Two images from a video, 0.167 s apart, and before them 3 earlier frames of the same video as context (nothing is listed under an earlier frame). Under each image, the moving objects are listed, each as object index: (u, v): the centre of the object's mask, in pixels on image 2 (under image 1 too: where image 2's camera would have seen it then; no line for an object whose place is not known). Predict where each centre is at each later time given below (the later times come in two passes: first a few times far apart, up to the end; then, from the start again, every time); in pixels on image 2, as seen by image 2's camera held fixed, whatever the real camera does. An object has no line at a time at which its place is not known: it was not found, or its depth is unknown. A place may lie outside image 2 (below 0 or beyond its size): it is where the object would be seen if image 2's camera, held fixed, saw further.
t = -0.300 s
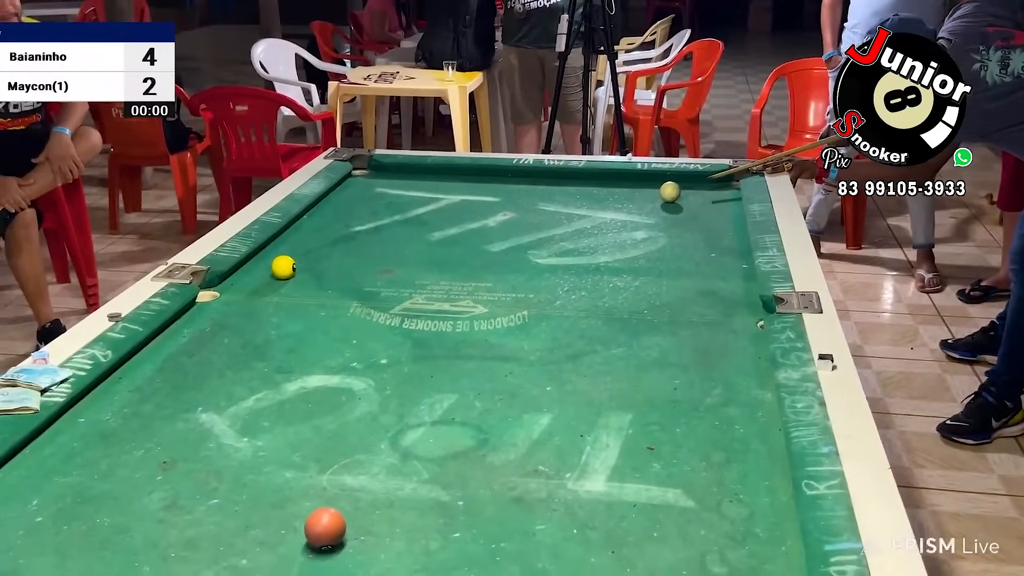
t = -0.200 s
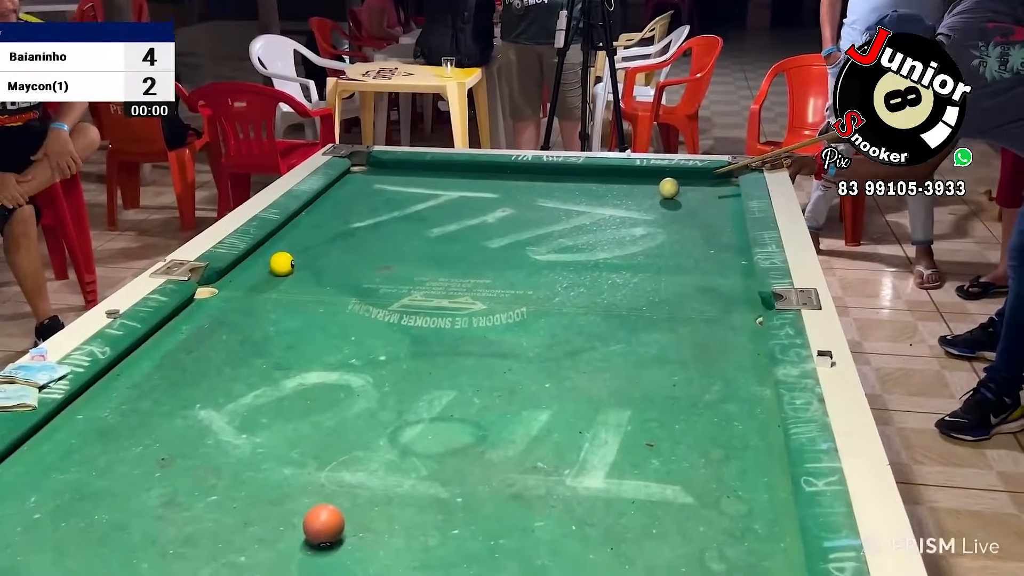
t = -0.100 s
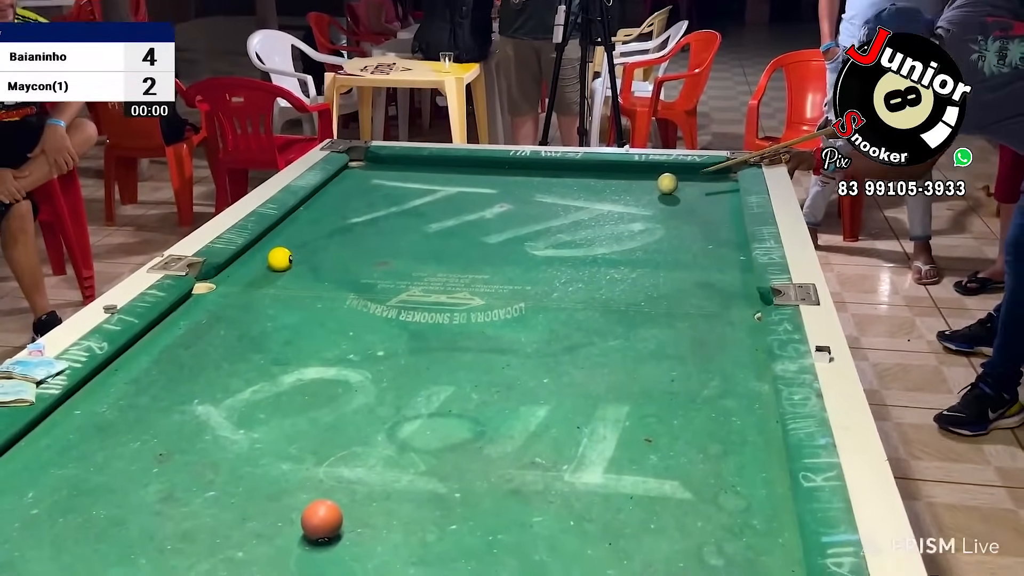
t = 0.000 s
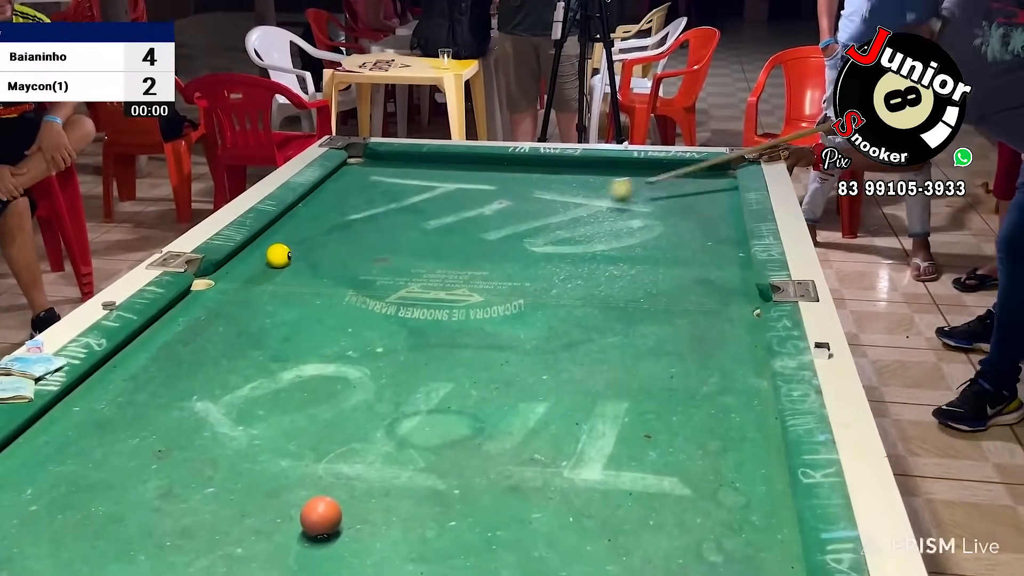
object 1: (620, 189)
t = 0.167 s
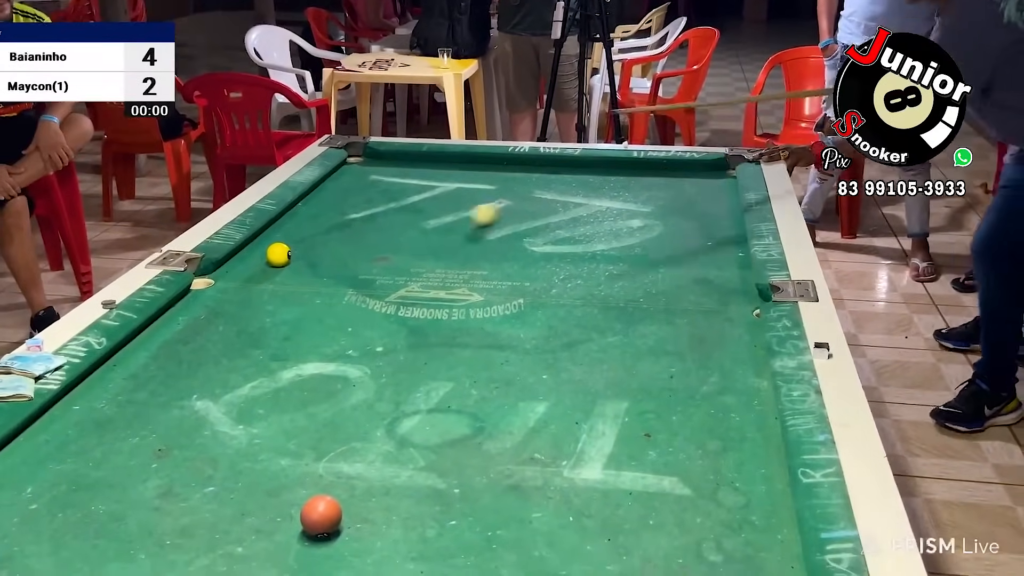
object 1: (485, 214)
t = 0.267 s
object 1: (403, 230)
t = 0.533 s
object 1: (248, 256)
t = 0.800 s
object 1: (273, 271)
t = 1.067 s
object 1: (315, 286)
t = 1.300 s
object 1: (351, 299)
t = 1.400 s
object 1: (366, 304)
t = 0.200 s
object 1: (458, 220)
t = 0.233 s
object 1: (430, 225)
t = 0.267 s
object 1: (403, 230)
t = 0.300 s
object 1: (374, 235)
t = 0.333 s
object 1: (344, 240)
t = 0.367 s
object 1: (313, 246)
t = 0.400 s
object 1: (296, 249)
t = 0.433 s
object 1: (287, 250)
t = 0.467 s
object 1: (276, 252)
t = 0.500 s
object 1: (262, 254)
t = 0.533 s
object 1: (248, 256)
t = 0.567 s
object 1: (236, 258)
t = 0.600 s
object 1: (243, 260)
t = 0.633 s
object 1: (248, 262)
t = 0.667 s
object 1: (253, 264)
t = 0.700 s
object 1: (258, 266)
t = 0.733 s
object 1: (263, 267)
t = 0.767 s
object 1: (268, 269)
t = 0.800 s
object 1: (273, 271)
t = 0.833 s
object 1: (278, 273)
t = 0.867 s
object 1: (283, 275)
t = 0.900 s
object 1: (289, 277)
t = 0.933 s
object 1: (294, 279)
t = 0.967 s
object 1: (299, 281)
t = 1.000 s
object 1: (304, 282)
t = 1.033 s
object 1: (309, 284)
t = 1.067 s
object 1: (315, 286)
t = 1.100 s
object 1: (320, 288)
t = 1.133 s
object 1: (325, 290)
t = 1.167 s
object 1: (330, 292)
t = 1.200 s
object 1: (335, 293)
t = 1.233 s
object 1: (341, 295)
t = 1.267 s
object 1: (346, 297)
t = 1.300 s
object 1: (351, 299)
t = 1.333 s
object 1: (356, 301)
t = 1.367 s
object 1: (361, 302)
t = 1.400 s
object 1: (366, 304)
